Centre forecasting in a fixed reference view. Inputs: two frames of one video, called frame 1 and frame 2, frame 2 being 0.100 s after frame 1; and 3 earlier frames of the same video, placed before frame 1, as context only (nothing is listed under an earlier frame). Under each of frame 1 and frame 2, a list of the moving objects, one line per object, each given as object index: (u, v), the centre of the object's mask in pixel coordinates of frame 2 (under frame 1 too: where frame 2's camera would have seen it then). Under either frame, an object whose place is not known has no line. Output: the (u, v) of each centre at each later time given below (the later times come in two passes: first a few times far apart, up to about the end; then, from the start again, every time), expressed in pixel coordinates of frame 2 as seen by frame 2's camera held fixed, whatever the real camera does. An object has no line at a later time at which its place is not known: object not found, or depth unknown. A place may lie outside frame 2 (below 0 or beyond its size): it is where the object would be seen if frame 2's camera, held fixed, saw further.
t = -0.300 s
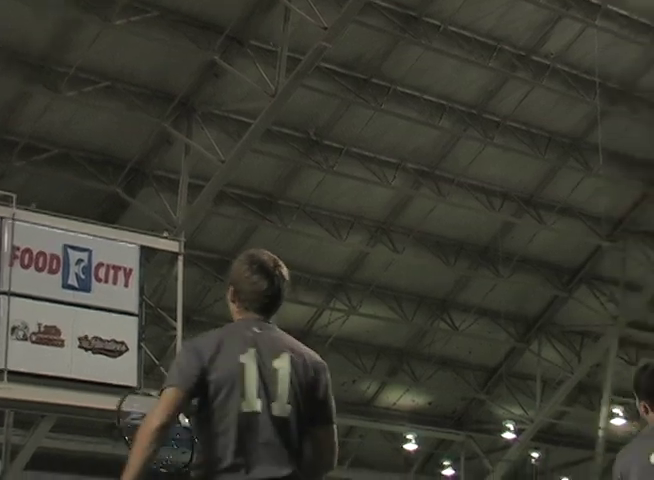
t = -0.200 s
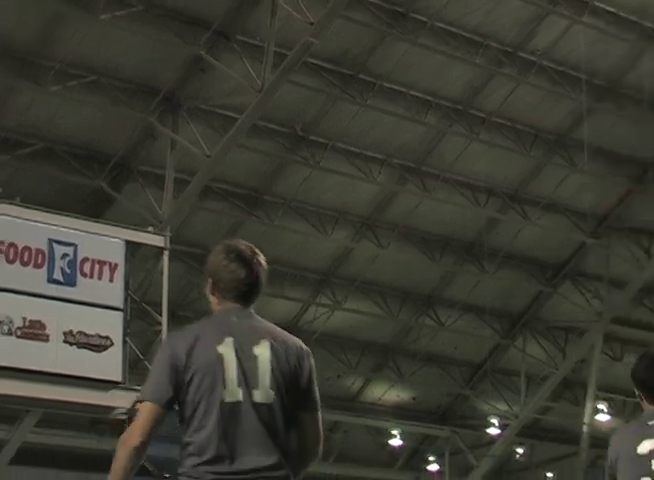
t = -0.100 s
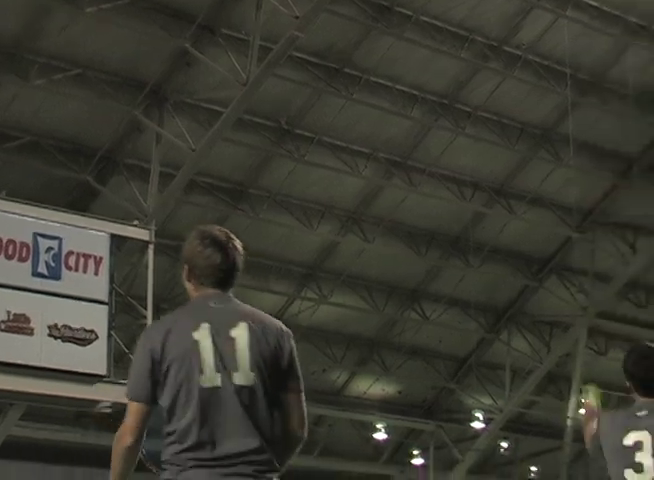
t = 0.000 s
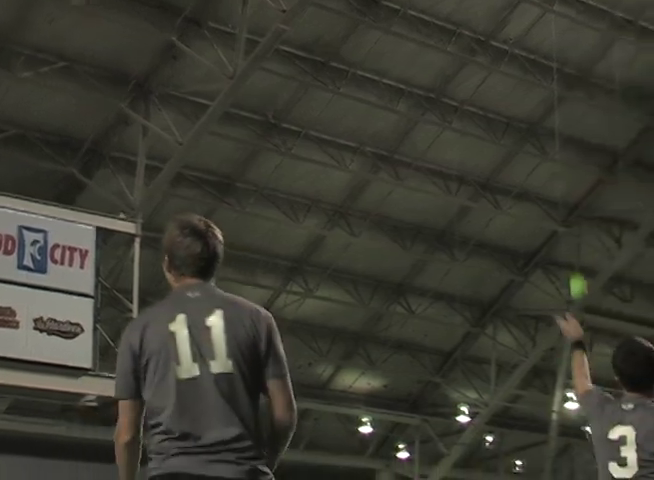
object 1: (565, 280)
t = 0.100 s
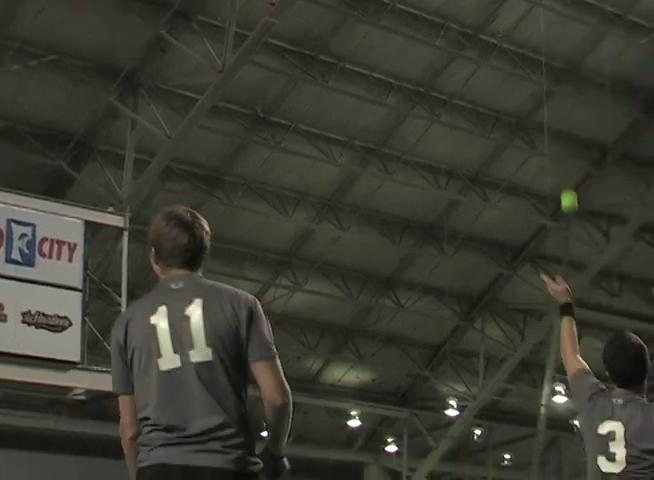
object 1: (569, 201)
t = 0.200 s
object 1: (573, 144)
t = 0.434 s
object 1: (584, 99)
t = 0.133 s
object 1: (570, 178)
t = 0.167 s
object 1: (571, 160)
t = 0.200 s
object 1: (573, 144)
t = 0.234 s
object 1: (574, 130)
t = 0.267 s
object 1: (576, 118)
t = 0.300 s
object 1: (577, 110)
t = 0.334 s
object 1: (579, 104)
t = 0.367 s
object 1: (580, 99)
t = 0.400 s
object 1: (582, 98)
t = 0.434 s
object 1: (584, 99)
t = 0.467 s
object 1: (586, 102)
